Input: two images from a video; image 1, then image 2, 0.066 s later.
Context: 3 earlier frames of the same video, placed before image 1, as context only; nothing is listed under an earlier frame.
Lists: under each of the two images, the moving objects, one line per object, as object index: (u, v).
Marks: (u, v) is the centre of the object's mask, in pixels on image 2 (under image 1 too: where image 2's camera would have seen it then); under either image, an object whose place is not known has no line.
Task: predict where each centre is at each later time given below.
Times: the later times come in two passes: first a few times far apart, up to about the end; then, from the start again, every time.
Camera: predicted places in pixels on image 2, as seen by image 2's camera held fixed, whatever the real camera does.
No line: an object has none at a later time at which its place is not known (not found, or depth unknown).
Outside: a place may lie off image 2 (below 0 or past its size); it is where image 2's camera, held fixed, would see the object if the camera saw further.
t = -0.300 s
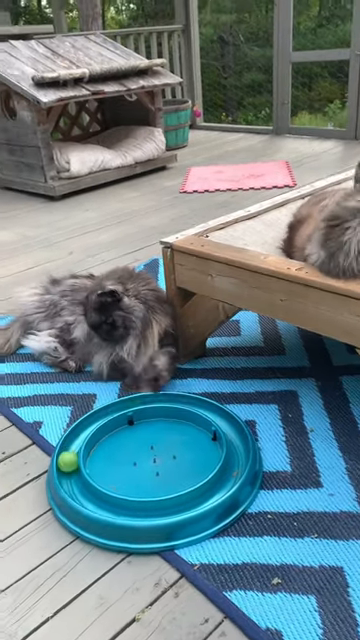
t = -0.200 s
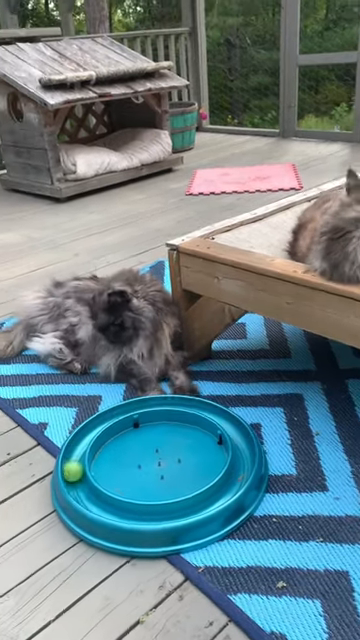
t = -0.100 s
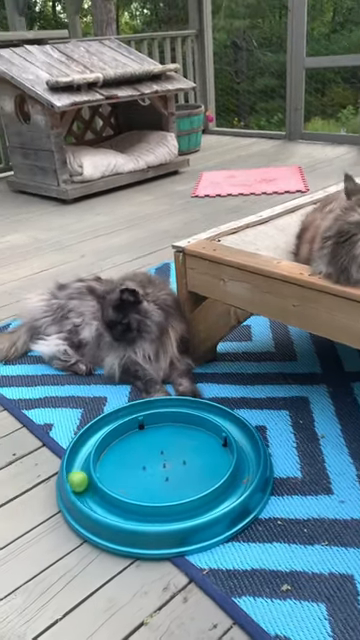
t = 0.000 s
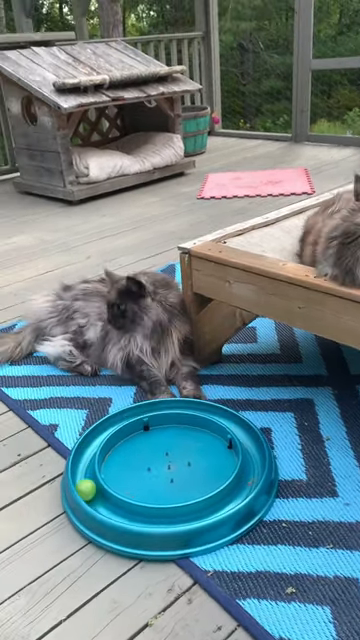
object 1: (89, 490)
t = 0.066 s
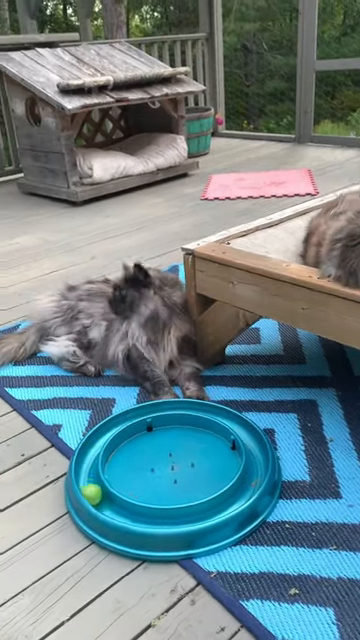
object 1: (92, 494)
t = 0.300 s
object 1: (101, 509)
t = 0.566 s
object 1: (124, 520)
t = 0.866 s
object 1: (149, 525)
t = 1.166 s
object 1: (177, 525)
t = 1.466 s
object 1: (204, 520)
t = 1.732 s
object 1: (223, 511)
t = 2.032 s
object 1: (243, 497)
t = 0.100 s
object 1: (94, 495)
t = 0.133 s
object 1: (95, 498)
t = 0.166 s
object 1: (96, 500)
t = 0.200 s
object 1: (98, 501)
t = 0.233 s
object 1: (100, 504)
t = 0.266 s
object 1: (101, 507)
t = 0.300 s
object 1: (101, 509)
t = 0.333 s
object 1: (104, 511)
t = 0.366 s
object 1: (106, 513)
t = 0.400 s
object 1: (109, 514)
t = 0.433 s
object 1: (112, 516)
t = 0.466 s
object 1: (115, 517)
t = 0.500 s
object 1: (118, 518)
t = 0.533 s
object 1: (122, 520)
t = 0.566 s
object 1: (124, 520)
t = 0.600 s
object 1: (126, 521)
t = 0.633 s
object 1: (129, 522)
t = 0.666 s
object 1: (132, 523)
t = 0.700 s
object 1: (135, 523)
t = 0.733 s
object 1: (138, 524)
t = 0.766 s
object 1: (140, 524)
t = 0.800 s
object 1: (143, 525)
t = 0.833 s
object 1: (146, 525)
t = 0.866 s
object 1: (149, 525)
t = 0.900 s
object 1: (152, 526)
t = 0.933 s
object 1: (155, 526)
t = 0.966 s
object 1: (158, 526)
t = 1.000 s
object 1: (161, 526)
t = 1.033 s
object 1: (164, 526)
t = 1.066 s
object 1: (168, 526)
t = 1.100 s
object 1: (171, 526)
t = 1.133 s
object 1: (174, 525)
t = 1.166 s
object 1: (177, 525)
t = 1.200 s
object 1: (180, 525)
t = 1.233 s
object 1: (183, 524)
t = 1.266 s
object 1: (187, 524)
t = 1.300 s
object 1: (190, 523)
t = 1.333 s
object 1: (193, 522)
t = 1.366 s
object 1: (196, 522)
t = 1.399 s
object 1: (198, 521)
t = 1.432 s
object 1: (201, 520)
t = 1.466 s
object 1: (204, 520)
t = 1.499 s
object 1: (206, 519)
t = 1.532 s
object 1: (209, 518)
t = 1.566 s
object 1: (211, 517)
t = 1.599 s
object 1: (213, 516)
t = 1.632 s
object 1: (216, 515)
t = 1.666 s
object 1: (218, 514)
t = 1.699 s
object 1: (221, 513)
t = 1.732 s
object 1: (223, 511)
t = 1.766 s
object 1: (226, 510)
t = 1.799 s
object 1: (228, 508)
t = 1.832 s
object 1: (231, 507)
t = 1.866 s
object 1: (233, 506)
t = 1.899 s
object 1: (235, 504)
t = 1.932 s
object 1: (237, 502)
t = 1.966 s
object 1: (239, 501)
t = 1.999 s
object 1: (241, 499)
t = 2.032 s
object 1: (243, 497)
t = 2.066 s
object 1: (245, 495)
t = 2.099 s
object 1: (246, 493)
